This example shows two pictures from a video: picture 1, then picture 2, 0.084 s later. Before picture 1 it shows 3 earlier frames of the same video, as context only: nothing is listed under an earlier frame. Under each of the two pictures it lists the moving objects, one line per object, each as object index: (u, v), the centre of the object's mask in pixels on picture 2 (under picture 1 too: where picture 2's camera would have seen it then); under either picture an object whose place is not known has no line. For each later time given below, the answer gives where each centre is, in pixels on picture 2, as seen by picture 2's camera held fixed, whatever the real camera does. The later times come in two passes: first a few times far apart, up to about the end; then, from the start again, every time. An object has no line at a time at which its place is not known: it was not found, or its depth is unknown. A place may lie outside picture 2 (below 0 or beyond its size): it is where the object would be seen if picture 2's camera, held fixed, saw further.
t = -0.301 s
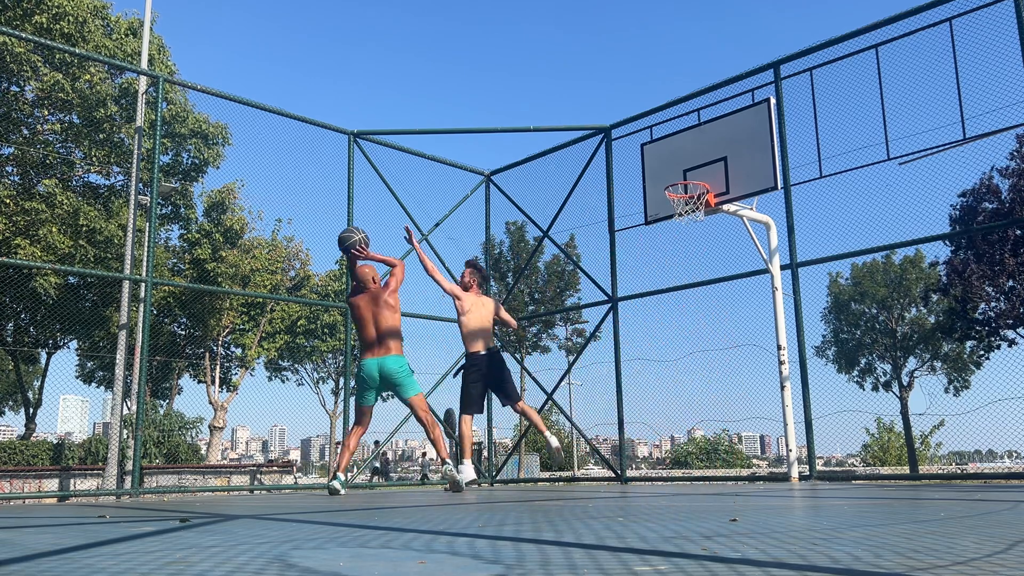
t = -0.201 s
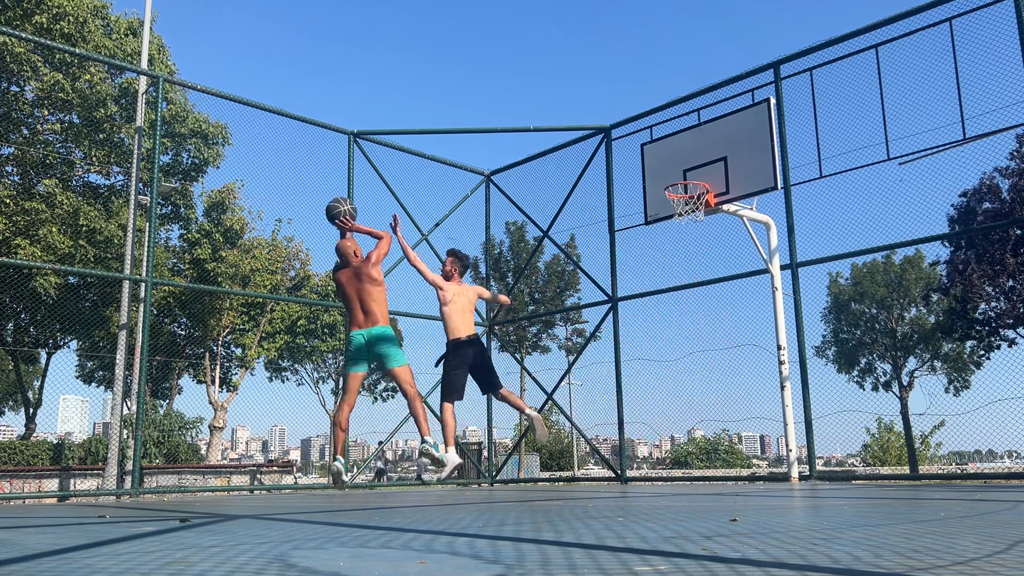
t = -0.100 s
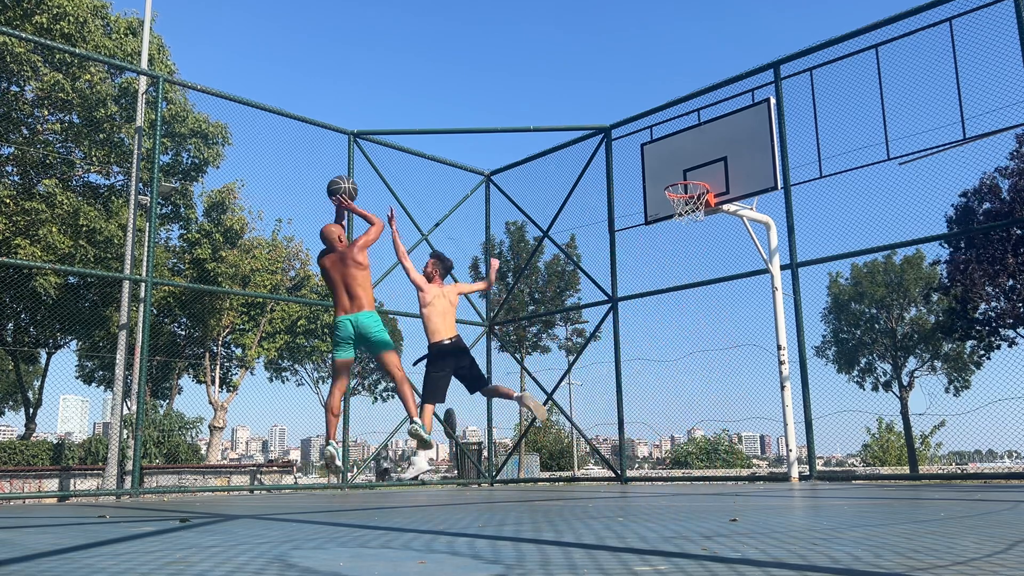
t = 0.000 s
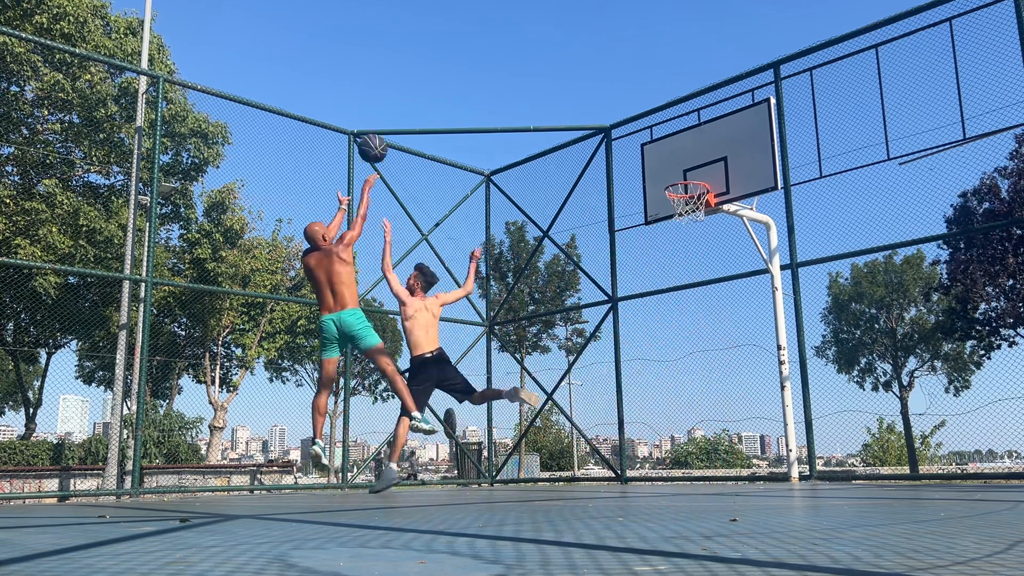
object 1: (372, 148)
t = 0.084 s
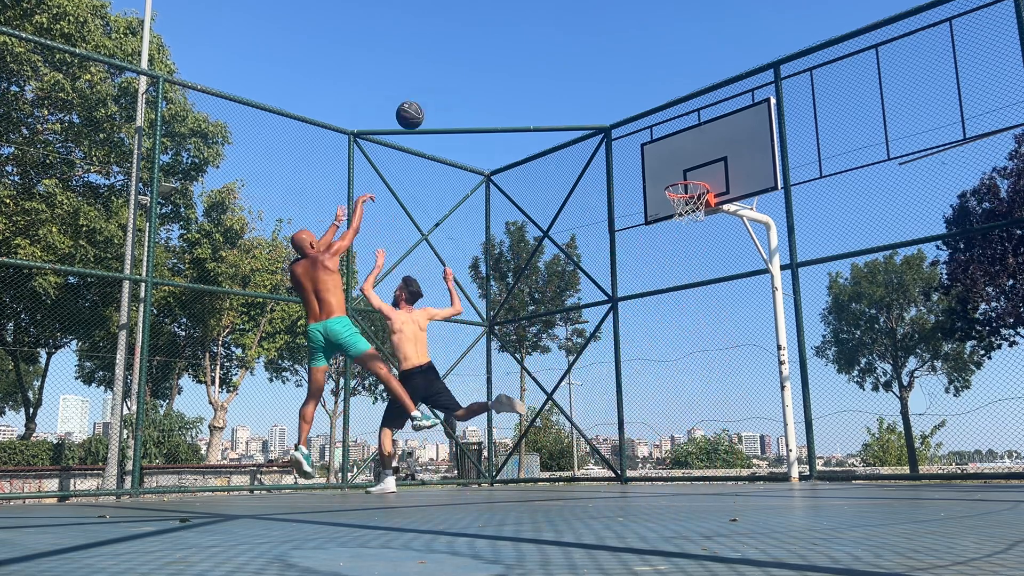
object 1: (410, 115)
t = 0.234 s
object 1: (469, 79)
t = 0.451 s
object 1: (544, 68)
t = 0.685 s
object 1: (615, 102)
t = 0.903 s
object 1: (675, 170)
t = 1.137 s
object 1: (685, 259)
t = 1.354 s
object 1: (680, 392)
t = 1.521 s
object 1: (668, 428)
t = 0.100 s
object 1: (417, 110)
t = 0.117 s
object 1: (423, 105)
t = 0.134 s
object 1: (430, 100)
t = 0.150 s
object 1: (437, 96)
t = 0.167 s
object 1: (443, 91)
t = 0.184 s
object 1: (450, 88)
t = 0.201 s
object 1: (457, 84)
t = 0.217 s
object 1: (463, 81)
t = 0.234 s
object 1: (469, 79)
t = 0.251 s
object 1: (476, 76)
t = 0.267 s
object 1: (482, 74)
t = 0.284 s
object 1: (488, 72)
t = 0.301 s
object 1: (494, 71)
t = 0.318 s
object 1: (499, 69)
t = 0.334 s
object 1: (505, 68)
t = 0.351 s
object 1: (511, 67)
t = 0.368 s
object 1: (517, 67)
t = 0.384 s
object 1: (522, 67)
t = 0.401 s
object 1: (528, 67)
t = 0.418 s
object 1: (534, 67)
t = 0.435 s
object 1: (539, 67)
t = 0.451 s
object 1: (544, 68)
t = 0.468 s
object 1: (550, 69)
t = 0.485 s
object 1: (555, 70)
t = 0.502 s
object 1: (560, 72)
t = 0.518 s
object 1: (565, 73)
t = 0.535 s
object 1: (571, 75)
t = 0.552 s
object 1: (576, 77)
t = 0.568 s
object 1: (581, 80)
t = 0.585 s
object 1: (586, 82)
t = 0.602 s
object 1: (591, 85)
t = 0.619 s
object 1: (596, 88)
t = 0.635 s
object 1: (600, 91)
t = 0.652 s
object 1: (606, 95)
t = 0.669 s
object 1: (610, 98)
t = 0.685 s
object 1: (615, 102)
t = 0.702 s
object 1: (620, 106)
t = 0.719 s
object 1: (624, 110)
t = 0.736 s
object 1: (629, 114)
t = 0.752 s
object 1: (634, 119)
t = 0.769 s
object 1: (639, 124)
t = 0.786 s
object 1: (644, 129)
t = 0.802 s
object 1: (648, 135)
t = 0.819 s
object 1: (653, 140)
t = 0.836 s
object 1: (657, 145)
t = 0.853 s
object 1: (661, 151)
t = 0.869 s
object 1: (666, 157)
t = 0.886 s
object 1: (671, 163)
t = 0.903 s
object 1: (675, 170)
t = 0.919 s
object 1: (680, 174)
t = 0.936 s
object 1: (685, 182)
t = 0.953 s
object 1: (689, 192)
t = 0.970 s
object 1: (693, 194)
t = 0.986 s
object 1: (691, 195)
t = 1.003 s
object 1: (690, 205)
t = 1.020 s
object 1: (690, 211)
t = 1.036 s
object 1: (689, 222)
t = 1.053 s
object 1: (688, 226)
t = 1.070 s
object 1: (688, 231)
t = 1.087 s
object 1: (688, 237)
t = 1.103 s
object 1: (687, 245)
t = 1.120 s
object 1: (686, 252)
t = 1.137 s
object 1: (685, 259)
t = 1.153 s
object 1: (685, 268)
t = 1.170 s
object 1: (684, 276)
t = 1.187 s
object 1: (684, 284)
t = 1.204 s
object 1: (683, 293)
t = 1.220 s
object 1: (683, 303)
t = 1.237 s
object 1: (682, 313)
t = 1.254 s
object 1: (681, 323)
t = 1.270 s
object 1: (681, 333)
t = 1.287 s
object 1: (681, 344)
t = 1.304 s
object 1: (681, 355)
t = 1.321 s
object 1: (680, 367)
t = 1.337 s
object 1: (680, 379)
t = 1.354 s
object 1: (680, 392)
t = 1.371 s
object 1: (680, 405)
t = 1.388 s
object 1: (679, 418)
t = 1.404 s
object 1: (680, 432)
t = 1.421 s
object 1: (679, 445)
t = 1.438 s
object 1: (679, 461)
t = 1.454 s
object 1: (678, 474)
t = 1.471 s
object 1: (675, 465)
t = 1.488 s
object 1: (674, 452)
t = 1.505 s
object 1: (671, 440)
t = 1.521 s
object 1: (668, 428)
